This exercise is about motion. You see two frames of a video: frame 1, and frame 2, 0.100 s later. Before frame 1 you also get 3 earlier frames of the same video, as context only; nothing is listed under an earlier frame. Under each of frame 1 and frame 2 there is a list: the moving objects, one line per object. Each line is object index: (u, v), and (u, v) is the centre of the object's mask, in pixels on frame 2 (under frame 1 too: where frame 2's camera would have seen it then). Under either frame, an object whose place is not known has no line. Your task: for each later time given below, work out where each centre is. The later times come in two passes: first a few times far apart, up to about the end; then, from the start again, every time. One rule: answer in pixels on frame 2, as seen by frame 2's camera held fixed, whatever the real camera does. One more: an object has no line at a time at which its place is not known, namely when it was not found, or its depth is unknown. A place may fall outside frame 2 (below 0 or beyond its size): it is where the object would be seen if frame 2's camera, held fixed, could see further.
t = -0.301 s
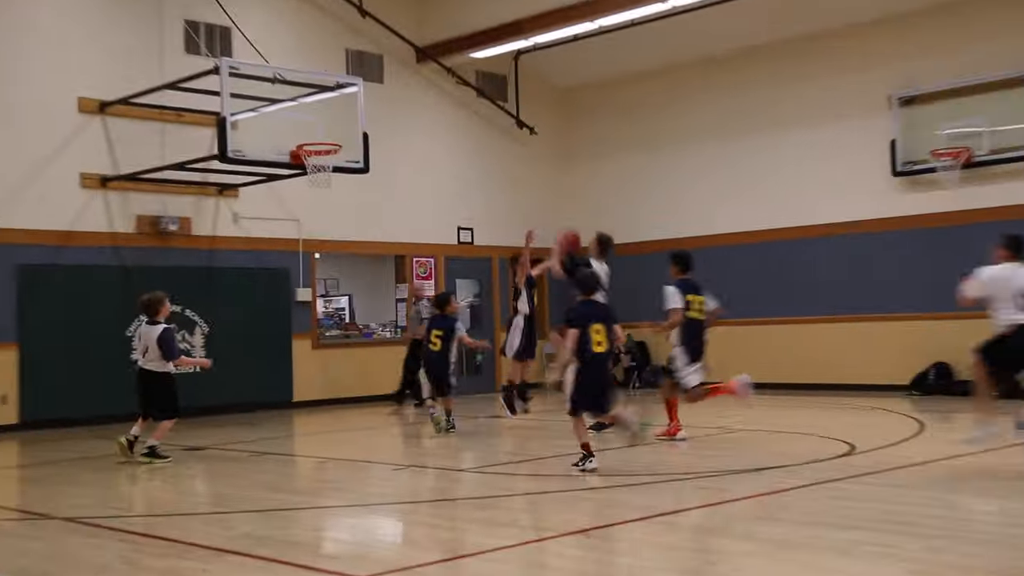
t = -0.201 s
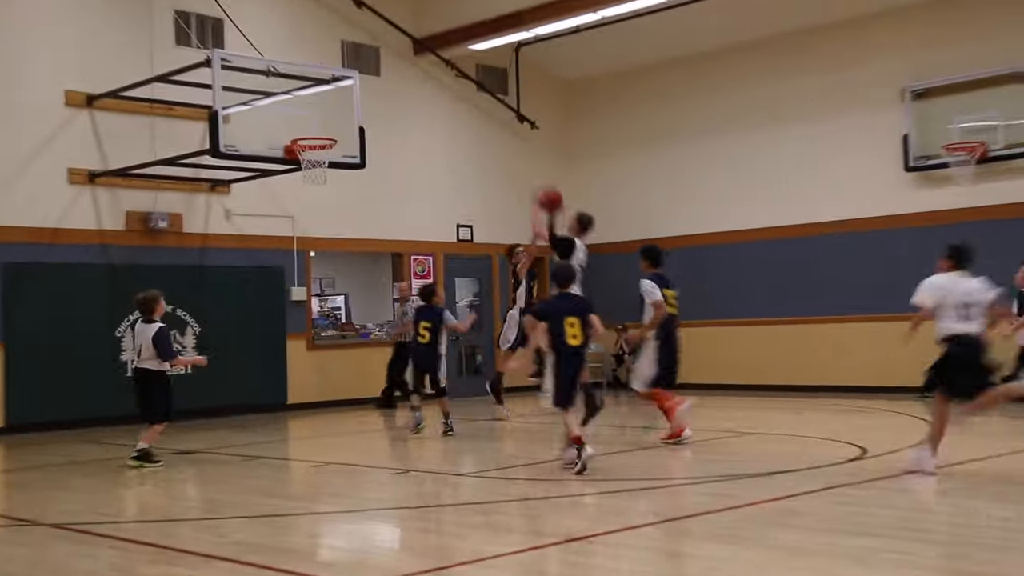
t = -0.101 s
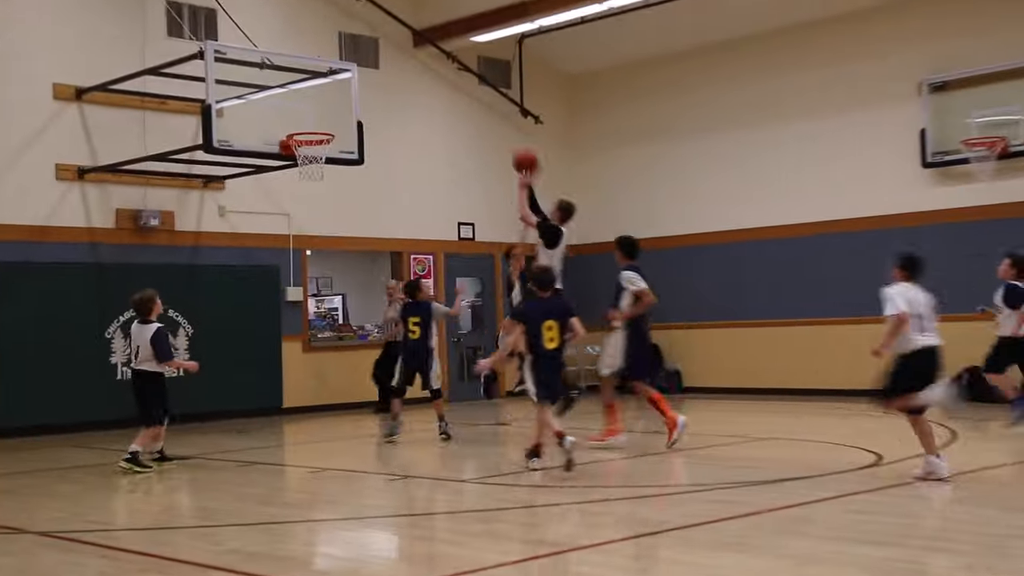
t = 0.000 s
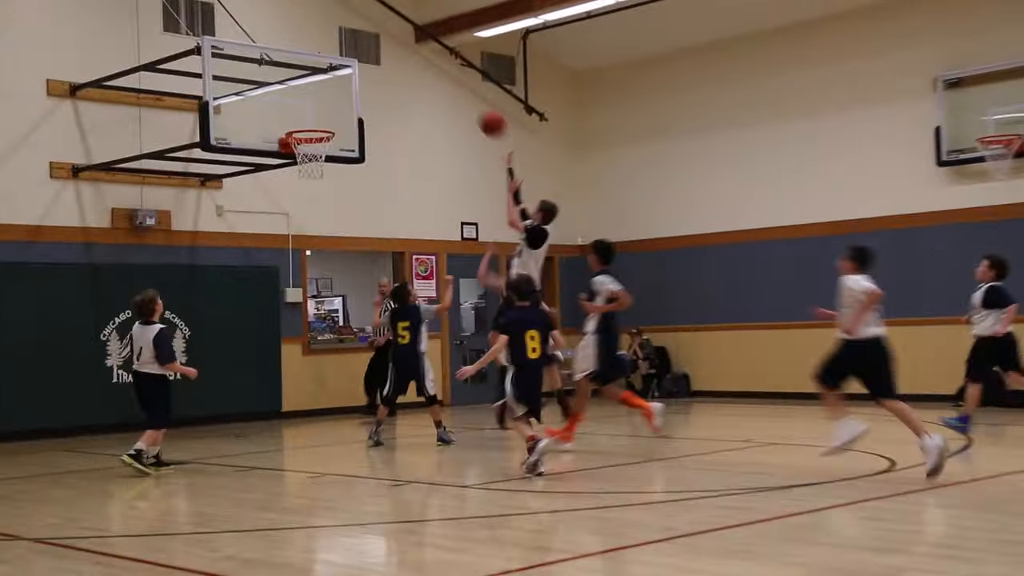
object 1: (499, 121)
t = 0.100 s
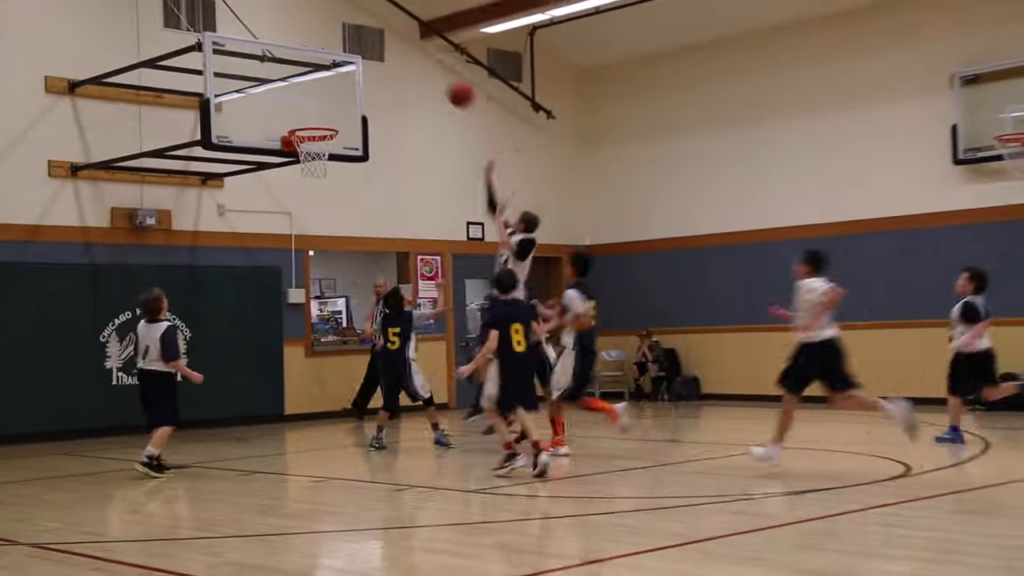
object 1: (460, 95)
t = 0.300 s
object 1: (391, 74)
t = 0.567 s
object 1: (319, 105)
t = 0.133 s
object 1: (448, 89)
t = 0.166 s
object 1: (436, 83)
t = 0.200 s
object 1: (424, 80)
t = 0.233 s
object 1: (413, 76)
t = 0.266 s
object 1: (402, 75)
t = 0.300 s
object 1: (391, 74)
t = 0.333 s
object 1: (379, 75)
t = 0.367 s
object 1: (369, 77)
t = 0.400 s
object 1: (358, 80)
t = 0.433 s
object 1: (348, 83)
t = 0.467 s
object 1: (337, 88)
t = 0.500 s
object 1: (327, 94)
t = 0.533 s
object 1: (318, 101)
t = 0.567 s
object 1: (319, 105)
